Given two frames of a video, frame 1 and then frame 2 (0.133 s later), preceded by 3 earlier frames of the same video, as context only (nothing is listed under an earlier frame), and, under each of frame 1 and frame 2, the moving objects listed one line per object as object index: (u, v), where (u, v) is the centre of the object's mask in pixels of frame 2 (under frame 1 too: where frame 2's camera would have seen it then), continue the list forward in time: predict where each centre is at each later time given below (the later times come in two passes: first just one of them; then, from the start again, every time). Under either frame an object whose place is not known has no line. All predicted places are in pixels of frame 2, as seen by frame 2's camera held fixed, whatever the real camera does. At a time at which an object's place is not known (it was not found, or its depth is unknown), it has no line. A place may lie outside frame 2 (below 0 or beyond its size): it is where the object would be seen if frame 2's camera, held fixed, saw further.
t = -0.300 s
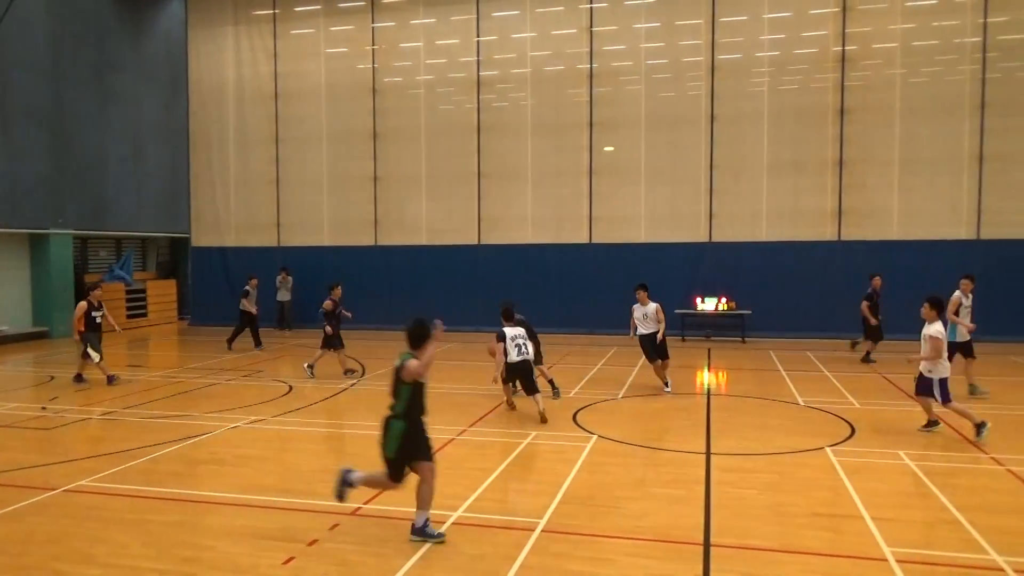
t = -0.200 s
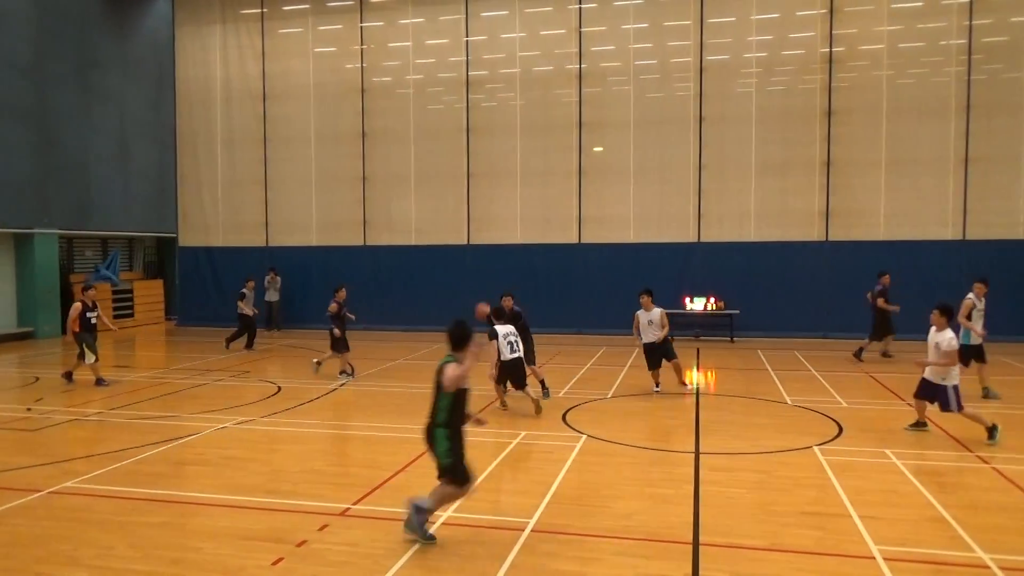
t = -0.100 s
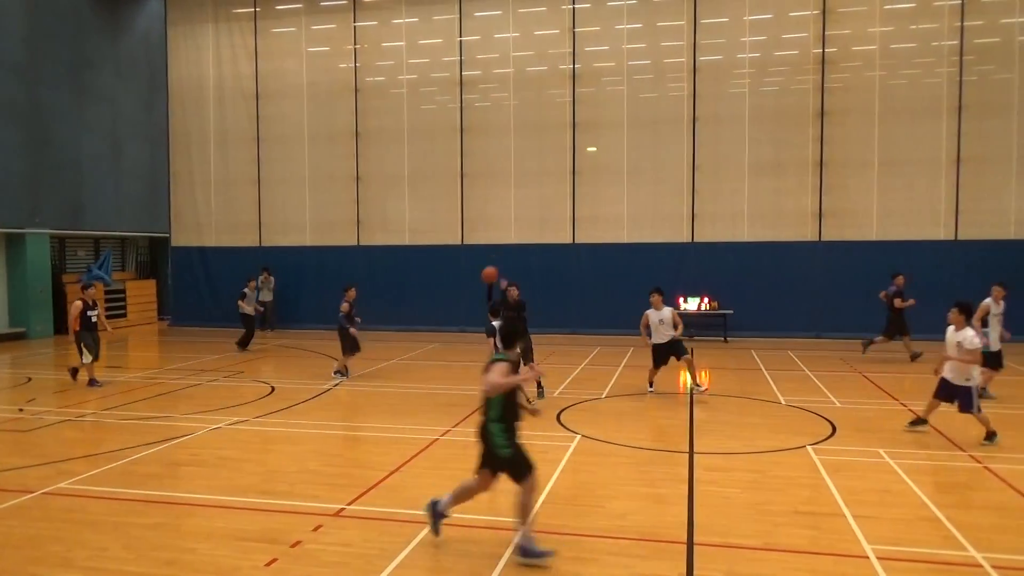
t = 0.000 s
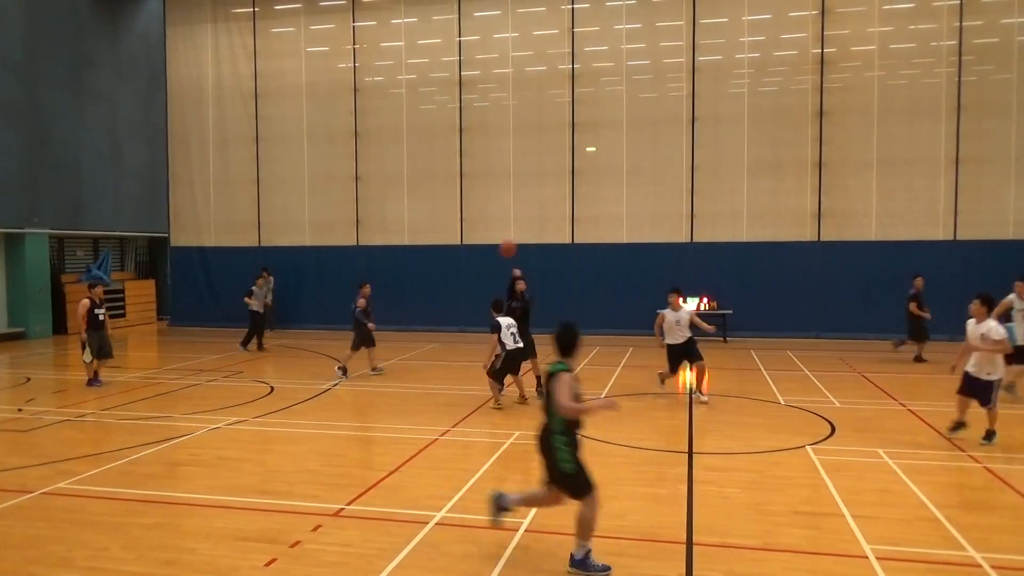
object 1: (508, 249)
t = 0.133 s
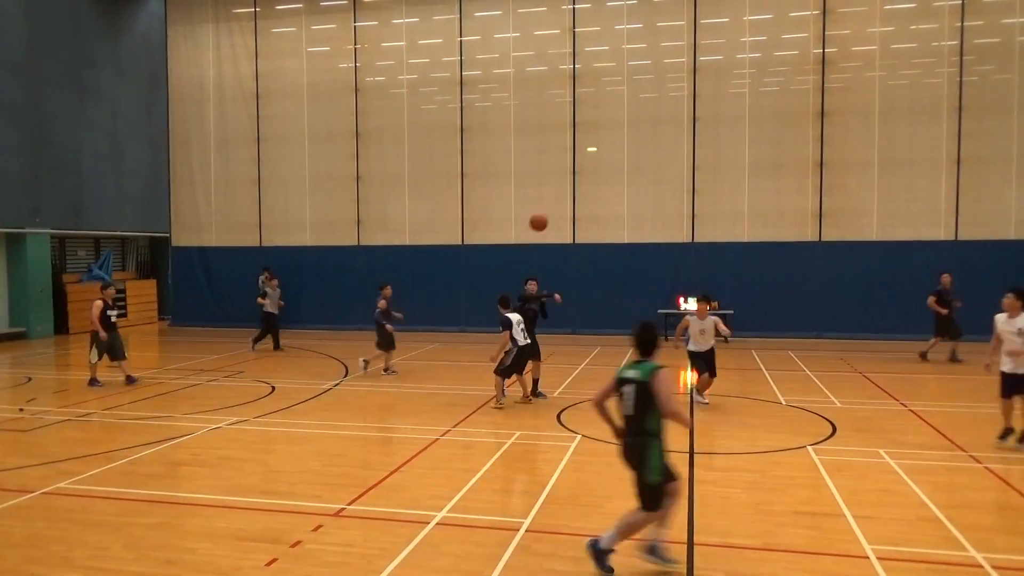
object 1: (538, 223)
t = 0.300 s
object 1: (585, 203)
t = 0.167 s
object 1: (546, 217)
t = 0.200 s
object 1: (555, 212)
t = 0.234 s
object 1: (564, 208)
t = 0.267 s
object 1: (574, 205)
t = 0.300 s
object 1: (585, 203)
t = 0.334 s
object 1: (596, 201)
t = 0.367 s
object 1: (607, 200)
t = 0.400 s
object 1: (619, 200)
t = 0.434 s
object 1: (632, 201)
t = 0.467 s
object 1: (646, 204)
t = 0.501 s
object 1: (661, 207)
